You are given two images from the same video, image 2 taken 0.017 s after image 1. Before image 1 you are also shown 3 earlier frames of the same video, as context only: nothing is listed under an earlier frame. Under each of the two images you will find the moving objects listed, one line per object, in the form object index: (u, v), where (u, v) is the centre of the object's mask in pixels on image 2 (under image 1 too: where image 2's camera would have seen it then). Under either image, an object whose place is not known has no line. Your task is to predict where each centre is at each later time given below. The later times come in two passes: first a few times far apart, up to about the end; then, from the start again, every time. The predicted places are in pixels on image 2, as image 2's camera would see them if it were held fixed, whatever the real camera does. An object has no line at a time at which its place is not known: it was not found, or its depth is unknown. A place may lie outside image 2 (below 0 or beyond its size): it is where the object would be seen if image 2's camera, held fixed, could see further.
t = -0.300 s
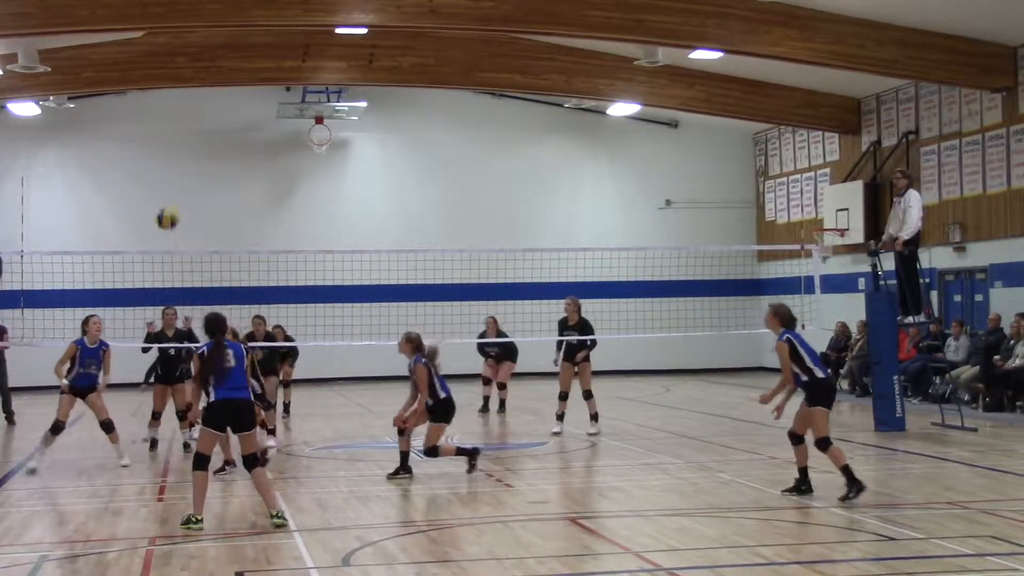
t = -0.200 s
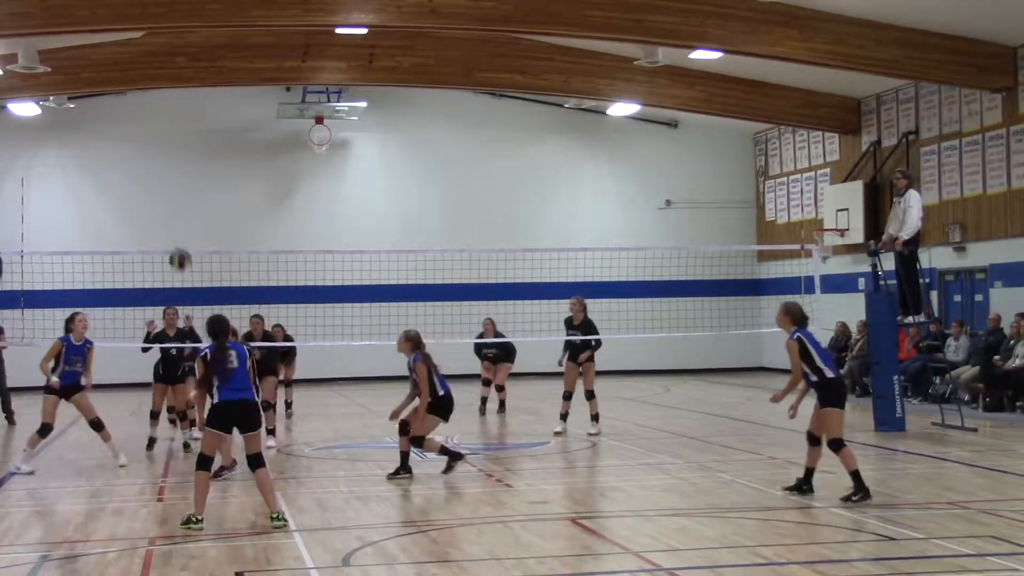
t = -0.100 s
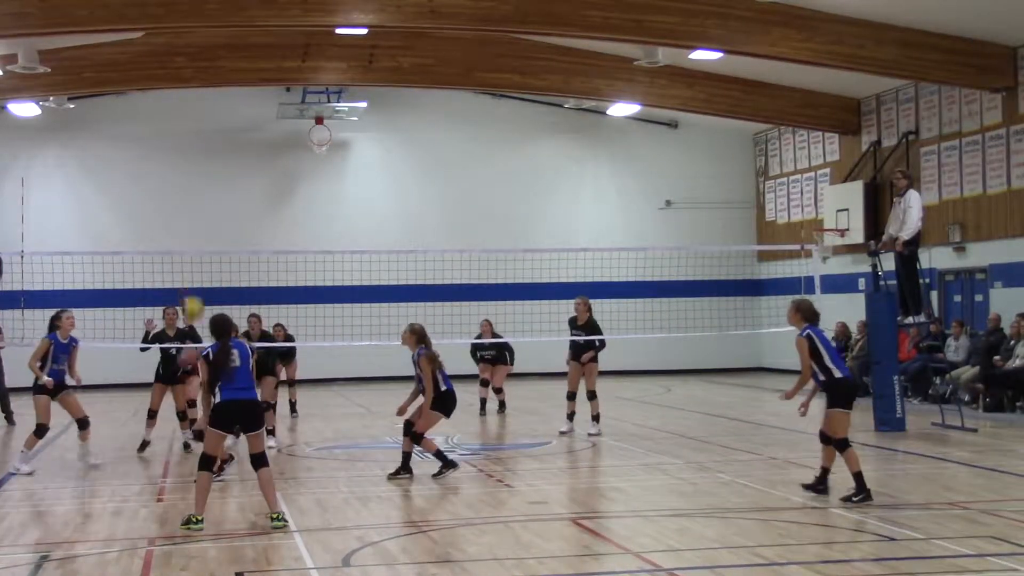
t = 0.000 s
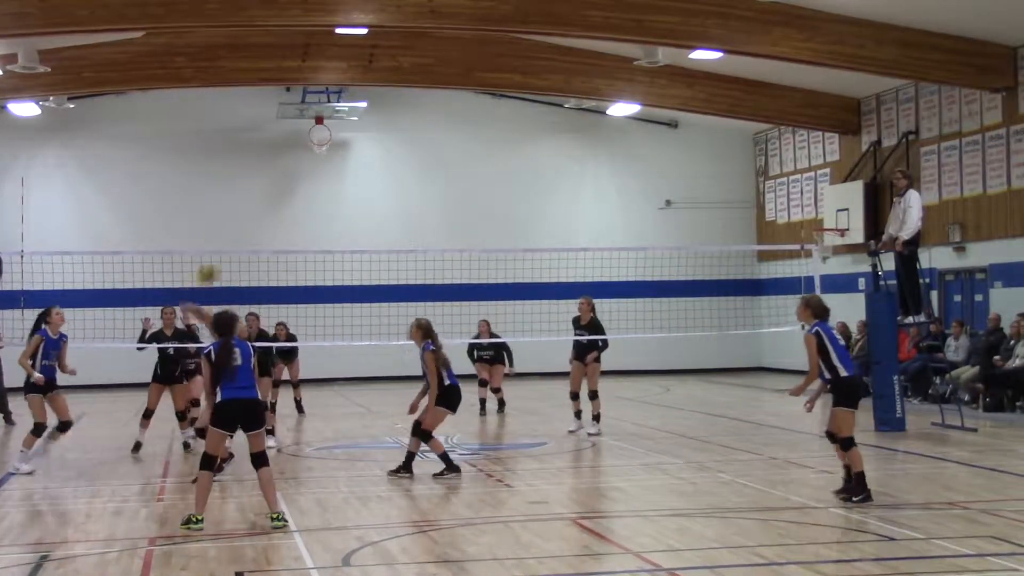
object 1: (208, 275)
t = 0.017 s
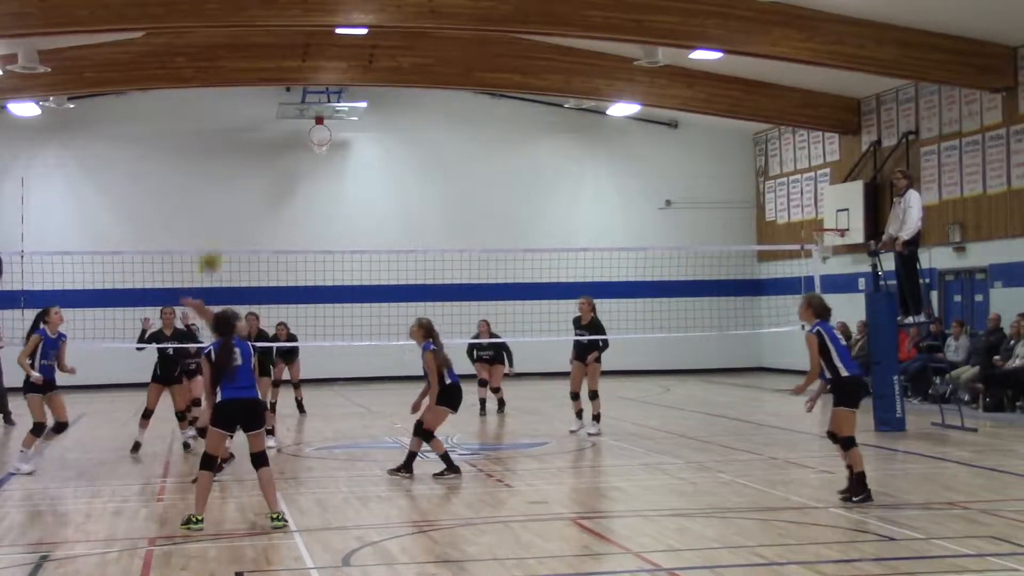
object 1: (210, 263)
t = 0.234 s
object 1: (240, 130)
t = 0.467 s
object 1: (274, 48)
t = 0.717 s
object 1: (307, 24)
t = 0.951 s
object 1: (337, 54)
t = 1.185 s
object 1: (368, 141)
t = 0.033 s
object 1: (213, 250)
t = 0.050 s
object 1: (215, 238)
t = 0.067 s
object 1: (216, 226)
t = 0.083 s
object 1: (219, 216)
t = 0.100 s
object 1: (221, 205)
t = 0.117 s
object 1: (224, 195)
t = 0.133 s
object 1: (226, 184)
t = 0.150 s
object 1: (228, 175)
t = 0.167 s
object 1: (231, 165)
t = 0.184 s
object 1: (233, 156)
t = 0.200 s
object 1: (236, 148)
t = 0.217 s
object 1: (238, 138)
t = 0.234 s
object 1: (240, 130)
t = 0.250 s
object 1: (243, 122)
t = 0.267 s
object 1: (245, 115)
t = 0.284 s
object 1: (246, 108)
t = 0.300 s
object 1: (248, 102)
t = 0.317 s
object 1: (253, 94)
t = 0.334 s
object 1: (255, 88)
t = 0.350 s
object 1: (258, 82)
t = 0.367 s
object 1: (262, 76)
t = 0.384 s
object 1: (262, 71)
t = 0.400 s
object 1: (265, 66)
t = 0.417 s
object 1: (268, 62)
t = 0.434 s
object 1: (270, 57)
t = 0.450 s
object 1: (272, 52)
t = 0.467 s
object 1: (274, 48)
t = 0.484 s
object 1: (275, 43)
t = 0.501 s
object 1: (278, 42)
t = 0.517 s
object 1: (281, 39)
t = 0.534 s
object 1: (283, 36)
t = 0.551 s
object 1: (284, 32)
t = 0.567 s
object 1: (287, 31)
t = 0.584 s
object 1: (289, 29)
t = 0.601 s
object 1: (291, 28)
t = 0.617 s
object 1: (293, 28)
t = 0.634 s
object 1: (298, 27)
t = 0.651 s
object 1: (299, 26)
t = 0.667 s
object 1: (301, 25)
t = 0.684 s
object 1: (303, 24)
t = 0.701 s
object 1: (304, 24)
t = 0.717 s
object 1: (307, 24)
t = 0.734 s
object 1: (311, 25)
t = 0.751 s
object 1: (313, 26)
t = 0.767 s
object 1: (315, 26)
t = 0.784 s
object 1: (317, 28)
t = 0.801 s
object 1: (319, 30)
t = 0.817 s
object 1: (322, 32)
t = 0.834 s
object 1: (323, 34)
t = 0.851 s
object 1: (324, 37)
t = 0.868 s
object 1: (326, 38)
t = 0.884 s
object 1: (330, 42)
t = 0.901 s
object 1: (332, 45)
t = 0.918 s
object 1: (334, 48)
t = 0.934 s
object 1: (336, 52)
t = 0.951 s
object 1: (337, 54)
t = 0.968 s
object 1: (341, 59)
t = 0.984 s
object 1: (342, 63)
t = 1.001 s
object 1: (346, 68)
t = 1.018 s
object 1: (348, 75)
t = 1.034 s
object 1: (350, 78)
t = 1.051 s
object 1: (351, 86)
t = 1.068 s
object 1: (354, 92)
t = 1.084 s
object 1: (356, 98)
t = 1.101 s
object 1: (359, 107)
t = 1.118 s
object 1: (360, 113)
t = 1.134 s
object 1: (362, 120)
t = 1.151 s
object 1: (364, 128)
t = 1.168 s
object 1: (366, 133)
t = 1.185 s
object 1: (368, 141)
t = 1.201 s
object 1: (371, 149)
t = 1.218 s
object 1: (373, 157)
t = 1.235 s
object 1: (375, 165)
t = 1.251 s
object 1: (377, 174)
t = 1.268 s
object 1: (379, 183)
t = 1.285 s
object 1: (381, 191)
